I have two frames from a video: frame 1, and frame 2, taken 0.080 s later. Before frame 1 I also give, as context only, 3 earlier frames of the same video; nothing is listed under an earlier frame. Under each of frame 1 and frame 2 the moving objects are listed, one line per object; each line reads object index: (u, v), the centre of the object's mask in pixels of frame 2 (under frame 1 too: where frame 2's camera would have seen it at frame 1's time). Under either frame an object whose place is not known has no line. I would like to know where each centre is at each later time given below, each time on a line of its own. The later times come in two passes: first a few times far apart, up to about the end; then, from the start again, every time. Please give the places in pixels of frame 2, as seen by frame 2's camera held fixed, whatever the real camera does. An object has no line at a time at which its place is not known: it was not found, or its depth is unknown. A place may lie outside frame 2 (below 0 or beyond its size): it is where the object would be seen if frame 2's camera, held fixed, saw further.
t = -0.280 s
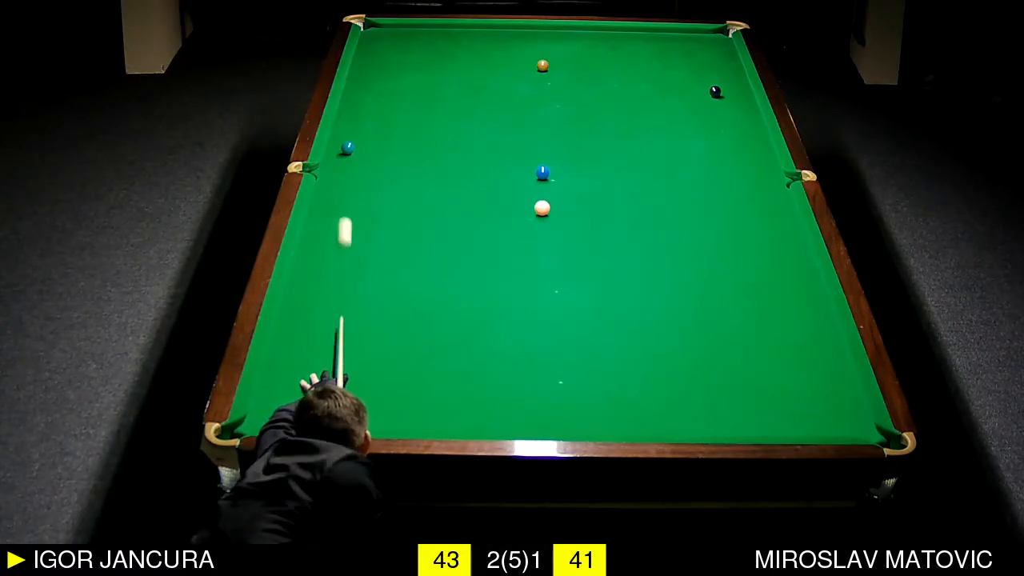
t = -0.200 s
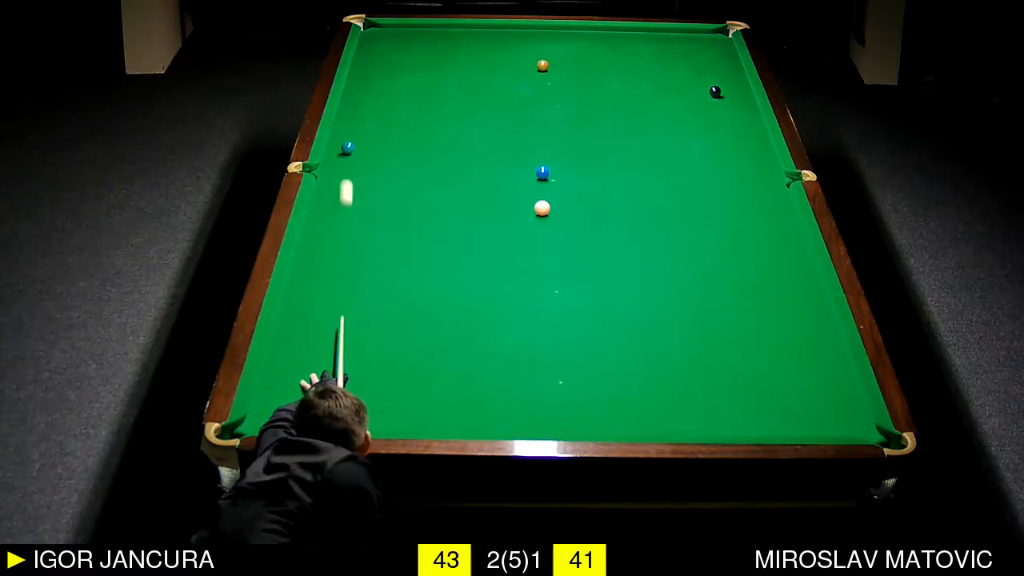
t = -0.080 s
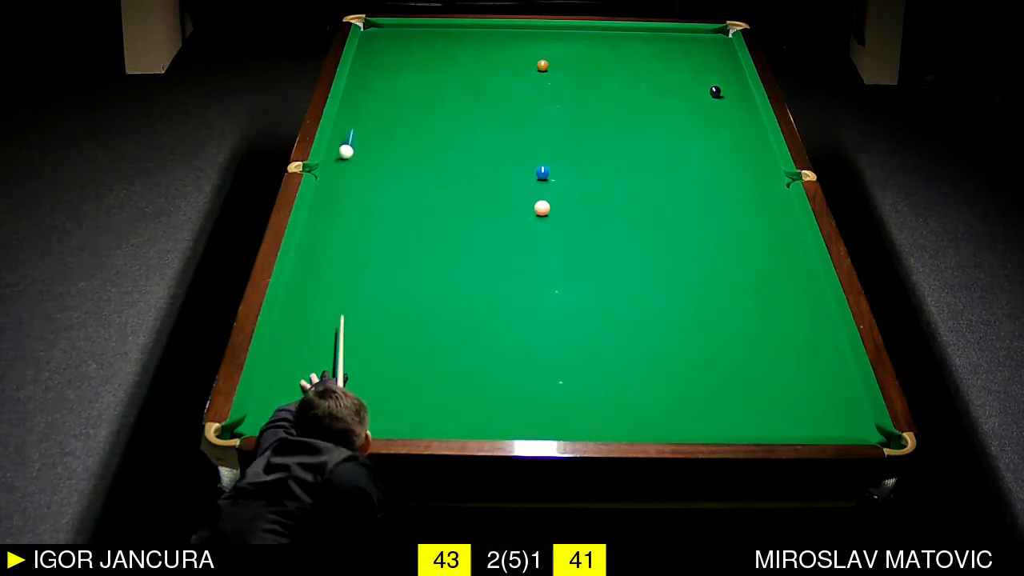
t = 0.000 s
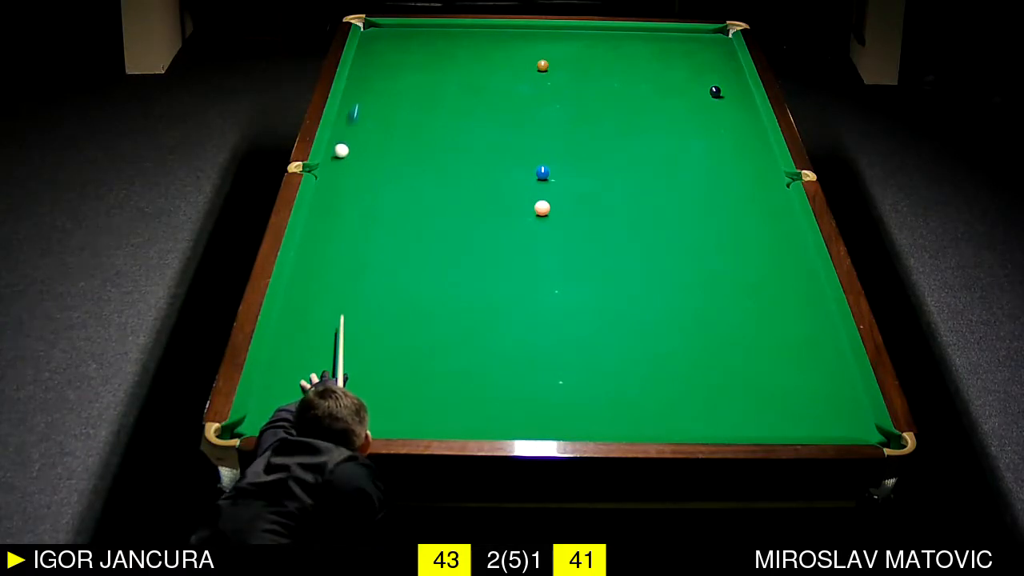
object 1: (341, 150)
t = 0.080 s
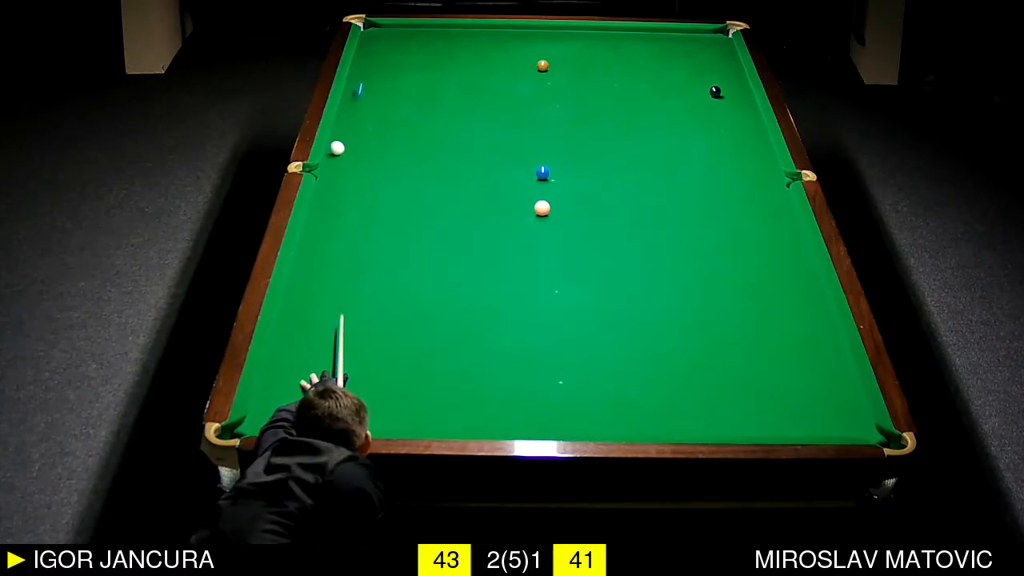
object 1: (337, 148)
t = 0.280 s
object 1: (337, 138)
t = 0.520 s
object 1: (346, 128)
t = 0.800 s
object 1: (356, 118)
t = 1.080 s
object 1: (365, 108)
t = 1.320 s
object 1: (372, 101)
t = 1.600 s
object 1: (379, 93)
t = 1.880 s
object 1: (386, 86)
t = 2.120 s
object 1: (392, 81)
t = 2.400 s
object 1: (397, 75)
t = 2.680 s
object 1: (402, 70)
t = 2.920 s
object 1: (406, 67)
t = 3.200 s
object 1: (409, 63)
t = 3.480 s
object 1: (413, 60)
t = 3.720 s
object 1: (415, 58)
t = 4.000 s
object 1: (417, 56)
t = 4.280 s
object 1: (419, 54)
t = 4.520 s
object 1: (419, 54)
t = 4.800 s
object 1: (420, 53)
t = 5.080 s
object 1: (420, 53)
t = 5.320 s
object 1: (420, 53)
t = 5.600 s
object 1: (420, 53)
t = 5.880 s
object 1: (420, 53)
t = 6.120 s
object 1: (420, 53)
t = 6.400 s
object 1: (420, 53)
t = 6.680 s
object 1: (420, 53)
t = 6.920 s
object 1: (420, 53)
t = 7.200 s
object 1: (420, 53)
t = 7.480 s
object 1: (420, 53)
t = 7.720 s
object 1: (420, 53)
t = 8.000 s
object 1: (420, 53)
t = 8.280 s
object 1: (420, 53)
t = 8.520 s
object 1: (420, 53)
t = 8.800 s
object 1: (420, 53)
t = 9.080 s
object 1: (420, 53)
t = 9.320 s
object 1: (420, 53)
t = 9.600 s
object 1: (420, 53)
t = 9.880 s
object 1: (420, 53)
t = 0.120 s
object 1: (335, 146)
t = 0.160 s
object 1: (333, 143)
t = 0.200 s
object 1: (334, 141)
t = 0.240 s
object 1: (336, 140)
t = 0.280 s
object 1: (337, 138)
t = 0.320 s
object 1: (339, 136)
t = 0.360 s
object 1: (341, 135)
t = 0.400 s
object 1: (342, 133)
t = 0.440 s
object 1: (343, 131)
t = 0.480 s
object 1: (345, 130)
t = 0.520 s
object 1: (346, 128)
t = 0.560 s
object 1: (348, 127)
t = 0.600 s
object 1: (349, 125)
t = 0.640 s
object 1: (350, 124)
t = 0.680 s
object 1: (352, 122)
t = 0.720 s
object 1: (353, 121)
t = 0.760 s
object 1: (354, 119)
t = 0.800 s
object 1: (356, 118)
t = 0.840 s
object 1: (357, 116)
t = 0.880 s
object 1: (358, 115)
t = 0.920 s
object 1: (360, 113)
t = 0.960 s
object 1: (361, 112)
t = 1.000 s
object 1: (362, 111)
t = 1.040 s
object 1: (364, 109)
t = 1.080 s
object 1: (365, 108)
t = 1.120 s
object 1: (366, 107)
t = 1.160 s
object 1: (367, 106)
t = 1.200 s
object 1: (369, 104)
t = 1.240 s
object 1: (370, 103)
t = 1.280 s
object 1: (371, 102)
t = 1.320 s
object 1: (372, 101)
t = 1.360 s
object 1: (373, 99)
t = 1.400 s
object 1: (374, 98)
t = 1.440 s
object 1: (375, 97)
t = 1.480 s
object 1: (376, 96)
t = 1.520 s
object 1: (377, 95)
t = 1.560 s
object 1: (378, 94)
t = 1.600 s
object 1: (379, 93)
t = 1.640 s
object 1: (380, 92)
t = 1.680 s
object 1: (381, 91)
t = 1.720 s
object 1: (382, 90)
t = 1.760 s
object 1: (383, 89)
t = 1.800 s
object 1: (384, 88)
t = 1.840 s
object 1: (385, 87)
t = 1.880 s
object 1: (386, 86)
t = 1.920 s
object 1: (387, 85)
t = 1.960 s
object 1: (388, 84)
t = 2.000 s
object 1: (389, 83)
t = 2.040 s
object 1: (390, 82)
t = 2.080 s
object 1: (391, 82)
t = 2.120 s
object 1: (392, 81)
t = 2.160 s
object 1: (392, 80)
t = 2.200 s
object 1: (393, 79)
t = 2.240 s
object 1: (394, 78)
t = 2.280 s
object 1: (395, 77)
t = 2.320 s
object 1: (396, 77)
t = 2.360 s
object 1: (396, 76)
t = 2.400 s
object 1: (397, 75)
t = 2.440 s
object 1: (398, 75)
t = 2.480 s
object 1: (399, 74)
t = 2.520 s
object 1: (399, 73)
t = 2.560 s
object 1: (400, 72)
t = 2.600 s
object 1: (401, 72)
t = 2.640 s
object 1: (401, 71)
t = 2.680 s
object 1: (402, 70)
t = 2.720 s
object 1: (403, 70)
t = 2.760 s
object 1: (403, 69)
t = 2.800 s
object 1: (404, 68)
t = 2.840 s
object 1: (404, 68)
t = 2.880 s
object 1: (405, 67)
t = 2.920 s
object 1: (406, 67)
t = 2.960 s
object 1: (406, 66)
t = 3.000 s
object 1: (407, 66)
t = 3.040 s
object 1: (407, 65)
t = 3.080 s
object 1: (408, 65)
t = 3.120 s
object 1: (408, 64)
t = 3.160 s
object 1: (409, 64)
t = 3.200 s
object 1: (409, 63)
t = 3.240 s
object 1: (410, 63)
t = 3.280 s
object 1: (410, 62)
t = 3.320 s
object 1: (411, 62)
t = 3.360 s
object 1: (411, 61)
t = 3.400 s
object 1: (412, 61)
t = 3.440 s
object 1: (412, 60)
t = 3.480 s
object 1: (413, 60)
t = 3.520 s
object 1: (413, 60)
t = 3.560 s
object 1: (413, 59)
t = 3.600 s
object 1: (414, 59)
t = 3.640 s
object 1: (414, 59)
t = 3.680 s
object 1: (415, 58)
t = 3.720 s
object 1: (415, 58)
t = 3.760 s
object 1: (416, 58)
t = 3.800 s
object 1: (416, 57)
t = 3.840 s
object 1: (416, 57)
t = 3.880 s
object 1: (416, 57)
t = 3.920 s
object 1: (417, 56)
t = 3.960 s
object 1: (417, 56)
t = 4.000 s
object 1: (417, 56)
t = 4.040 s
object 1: (417, 56)
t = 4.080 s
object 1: (418, 56)
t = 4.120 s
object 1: (418, 55)
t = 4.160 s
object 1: (418, 55)
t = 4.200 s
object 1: (418, 55)
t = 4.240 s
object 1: (419, 55)
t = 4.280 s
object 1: (419, 54)
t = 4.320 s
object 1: (419, 54)
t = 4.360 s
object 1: (419, 54)
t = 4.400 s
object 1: (419, 54)
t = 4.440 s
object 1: (419, 54)
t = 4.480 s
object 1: (419, 54)
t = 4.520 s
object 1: (419, 54)
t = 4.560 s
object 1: (419, 54)
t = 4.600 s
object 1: (419, 53)
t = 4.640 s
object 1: (419, 53)
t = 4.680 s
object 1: (420, 53)
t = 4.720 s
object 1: (420, 53)
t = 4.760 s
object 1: (420, 53)
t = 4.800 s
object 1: (420, 53)
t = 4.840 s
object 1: (420, 53)
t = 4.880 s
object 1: (420, 53)
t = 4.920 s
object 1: (420, 53)
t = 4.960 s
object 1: (420, 53)
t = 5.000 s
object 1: (420, 53)
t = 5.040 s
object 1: (420, 53)
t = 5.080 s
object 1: (420, 53)
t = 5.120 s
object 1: (420, 53)
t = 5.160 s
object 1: (420, 53)
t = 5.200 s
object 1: (420, 53)
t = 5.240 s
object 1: (420, 53)
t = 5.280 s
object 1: (420, 53)
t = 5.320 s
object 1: (420, 53)
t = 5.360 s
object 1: (420, 53)
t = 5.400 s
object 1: (420, 53)
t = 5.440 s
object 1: (420, 53)
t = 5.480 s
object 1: (420, 53)
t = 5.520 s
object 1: (420, 53)
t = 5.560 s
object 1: (420, 53)
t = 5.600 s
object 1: (420, 53)
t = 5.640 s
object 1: (420, 53)
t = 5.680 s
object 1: (420, 53)
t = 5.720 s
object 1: (420, 53)
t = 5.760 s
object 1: (420, 53)
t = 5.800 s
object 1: (420, 53)
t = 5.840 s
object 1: (420, 53)
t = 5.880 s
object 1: (420, 53)
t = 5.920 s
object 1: (420, 53)
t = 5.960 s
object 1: (420, 53)
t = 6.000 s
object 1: (420, 53)
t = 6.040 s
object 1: (420, 53)
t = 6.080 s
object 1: (420, 53)
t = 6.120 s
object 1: (420, 53)
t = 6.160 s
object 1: (420, 53)
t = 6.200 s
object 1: (420, 53)
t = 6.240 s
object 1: (420, 53)
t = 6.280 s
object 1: (420, 53)
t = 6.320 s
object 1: (420, 53)
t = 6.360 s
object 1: (420, 53)
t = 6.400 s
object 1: (420, 53)
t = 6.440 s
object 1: (420, 53)
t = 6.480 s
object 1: (420, 53)
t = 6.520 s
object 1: (420, 53)
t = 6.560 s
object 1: (420, 53)
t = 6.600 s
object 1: (420, 53)
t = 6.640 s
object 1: (420, 53)
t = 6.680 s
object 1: (420, 53)
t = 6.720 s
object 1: (420, 53)
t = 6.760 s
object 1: (420, 53)
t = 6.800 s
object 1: (420, 53)
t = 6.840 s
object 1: (420, 53)
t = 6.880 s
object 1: (420, 53)
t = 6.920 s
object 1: (420, 53)
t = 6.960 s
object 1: (420, 53)
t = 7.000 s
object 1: (420, 53)
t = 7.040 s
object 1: (420, 53)
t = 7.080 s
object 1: (420, 53)
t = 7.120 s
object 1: (420, 53)
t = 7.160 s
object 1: (420, 53)
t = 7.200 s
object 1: (420, 53)
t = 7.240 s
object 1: (420, 53)
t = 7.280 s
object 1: (420, 53)
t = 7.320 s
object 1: (420, 53)
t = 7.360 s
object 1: (420, 53)
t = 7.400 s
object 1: (420, 53)
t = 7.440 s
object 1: (420, 53)
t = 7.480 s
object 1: (420, 53)
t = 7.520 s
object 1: (420, 53)
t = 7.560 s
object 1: (420, 53)
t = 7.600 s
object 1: (420, 53)
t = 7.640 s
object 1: (420, 53)
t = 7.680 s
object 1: (420, 53)
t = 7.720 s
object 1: (420, 53)
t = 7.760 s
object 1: (420, 53)
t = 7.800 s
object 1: (420, 53)
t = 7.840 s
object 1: (420, 53)
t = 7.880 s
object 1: (420, 53)
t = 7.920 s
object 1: (420, 53)
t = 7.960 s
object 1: (420, 53)
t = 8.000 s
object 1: (420, 53)
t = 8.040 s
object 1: (420, 53)
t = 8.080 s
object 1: (420, 53)
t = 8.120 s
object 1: (420, 53)
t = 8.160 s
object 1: (420, 53)
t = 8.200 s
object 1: (420, 53)
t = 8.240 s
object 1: (420, 53)
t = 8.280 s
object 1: (420, 53)
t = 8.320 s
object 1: (420, 53)
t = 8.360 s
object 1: (420, 53)
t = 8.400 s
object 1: (420, 53)
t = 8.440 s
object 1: (420, 53)
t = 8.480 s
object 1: (420, 53)
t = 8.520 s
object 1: (420, 53)
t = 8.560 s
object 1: (420, 53)
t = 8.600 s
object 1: (420, 53)
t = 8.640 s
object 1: (420, 53)
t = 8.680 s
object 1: (420, 53)
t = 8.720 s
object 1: (420, 53)
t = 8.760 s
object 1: (420, 53)
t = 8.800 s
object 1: (420, 53)
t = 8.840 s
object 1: (420, 53)
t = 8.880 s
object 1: (420, 53)
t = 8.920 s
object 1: (420, 53)
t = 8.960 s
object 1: (420, 53)
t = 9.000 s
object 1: (420, 53)
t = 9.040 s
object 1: (420, 53)
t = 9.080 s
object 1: (420, 53)
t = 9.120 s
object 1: (420, 53)
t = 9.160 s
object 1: (420, 53)
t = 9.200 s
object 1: (420, 53)
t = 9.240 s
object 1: (420, 53)
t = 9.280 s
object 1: (420, 53)
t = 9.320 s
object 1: (420, 53)
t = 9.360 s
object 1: (420, 53)
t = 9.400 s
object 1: (420, 53)
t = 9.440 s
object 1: (420, 53)
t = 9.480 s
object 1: (420, 53)
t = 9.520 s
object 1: (420, 53)
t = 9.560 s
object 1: (420, 53)
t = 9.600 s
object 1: (420, 53)
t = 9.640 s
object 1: (420, 53)
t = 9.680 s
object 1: (420, 53)
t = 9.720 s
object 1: (420, 53)
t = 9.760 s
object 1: (420, 53)
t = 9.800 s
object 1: (420, 53)
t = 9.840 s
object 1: (420, 53)
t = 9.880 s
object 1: (420, 53)
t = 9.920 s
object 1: (420, 53)
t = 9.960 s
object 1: (420, 53)
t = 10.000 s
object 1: (420, 53)
